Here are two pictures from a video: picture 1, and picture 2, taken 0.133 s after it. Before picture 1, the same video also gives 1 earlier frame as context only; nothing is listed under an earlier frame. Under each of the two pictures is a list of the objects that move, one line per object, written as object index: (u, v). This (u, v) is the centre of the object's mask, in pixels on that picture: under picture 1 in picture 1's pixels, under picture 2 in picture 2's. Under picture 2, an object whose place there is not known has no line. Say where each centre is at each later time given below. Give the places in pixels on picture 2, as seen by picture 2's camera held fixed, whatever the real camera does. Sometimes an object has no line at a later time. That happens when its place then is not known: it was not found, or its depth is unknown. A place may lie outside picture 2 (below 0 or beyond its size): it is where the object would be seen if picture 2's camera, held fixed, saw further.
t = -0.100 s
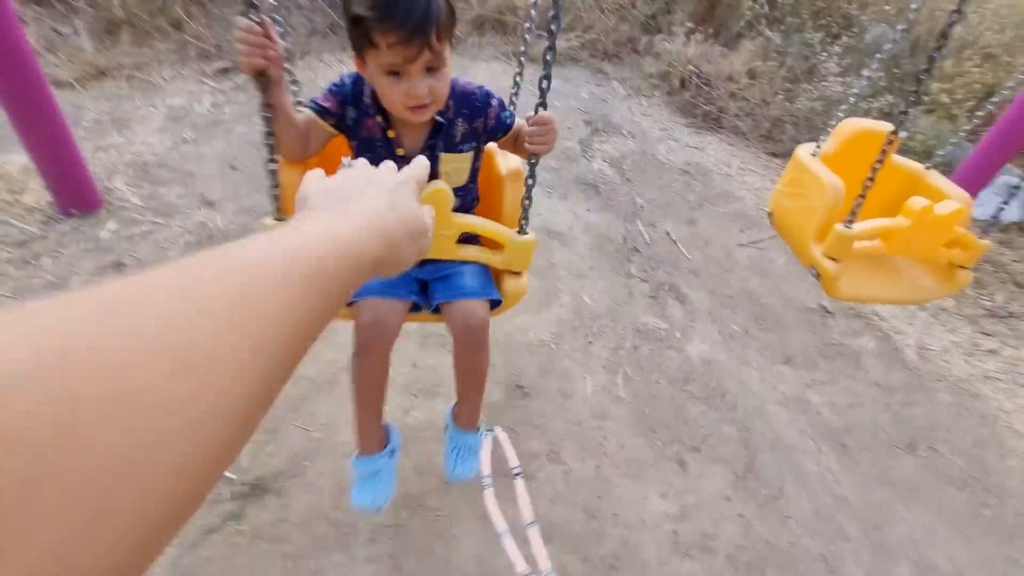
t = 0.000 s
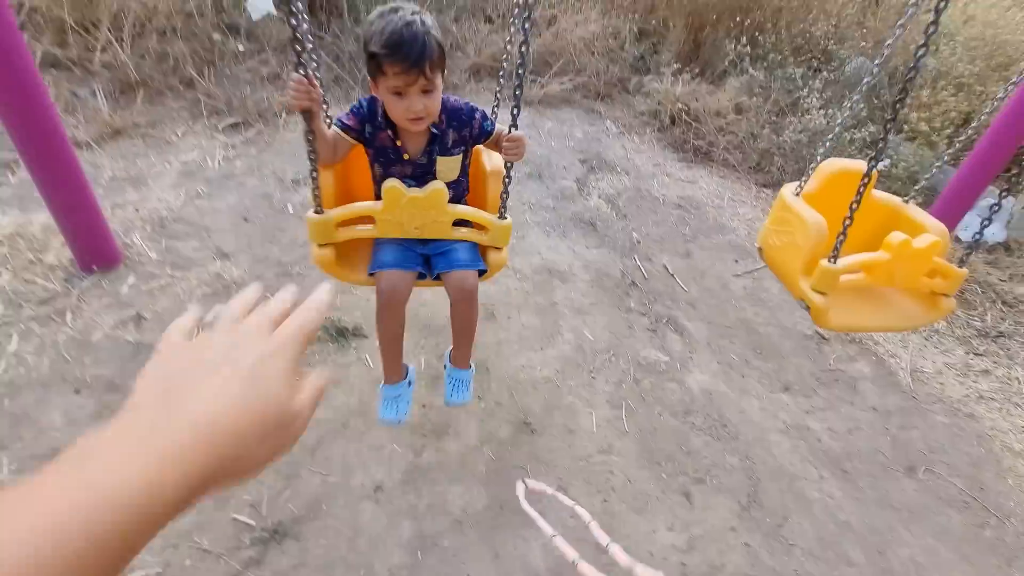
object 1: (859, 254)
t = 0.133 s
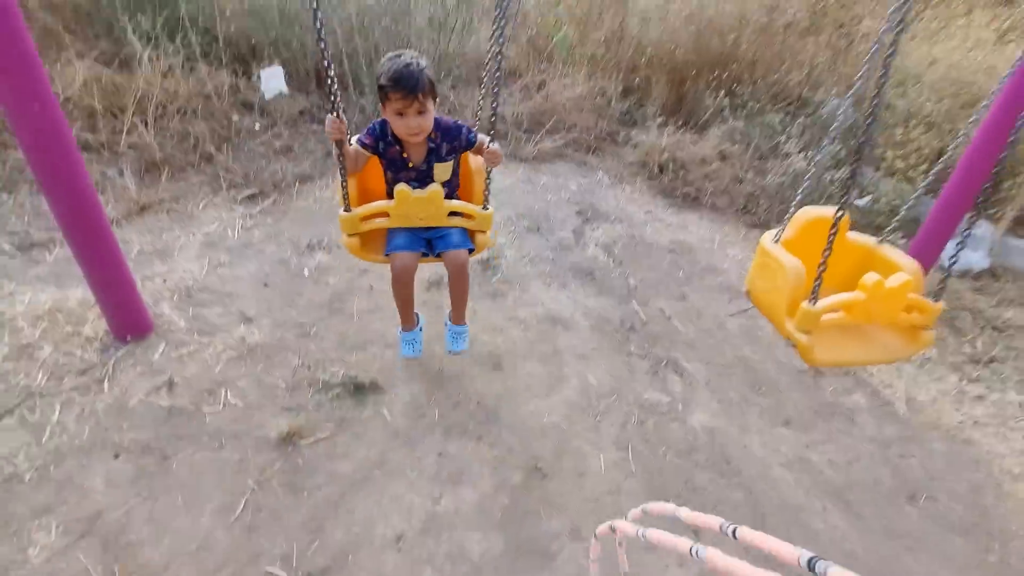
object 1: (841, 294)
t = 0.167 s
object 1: (841, 295)
